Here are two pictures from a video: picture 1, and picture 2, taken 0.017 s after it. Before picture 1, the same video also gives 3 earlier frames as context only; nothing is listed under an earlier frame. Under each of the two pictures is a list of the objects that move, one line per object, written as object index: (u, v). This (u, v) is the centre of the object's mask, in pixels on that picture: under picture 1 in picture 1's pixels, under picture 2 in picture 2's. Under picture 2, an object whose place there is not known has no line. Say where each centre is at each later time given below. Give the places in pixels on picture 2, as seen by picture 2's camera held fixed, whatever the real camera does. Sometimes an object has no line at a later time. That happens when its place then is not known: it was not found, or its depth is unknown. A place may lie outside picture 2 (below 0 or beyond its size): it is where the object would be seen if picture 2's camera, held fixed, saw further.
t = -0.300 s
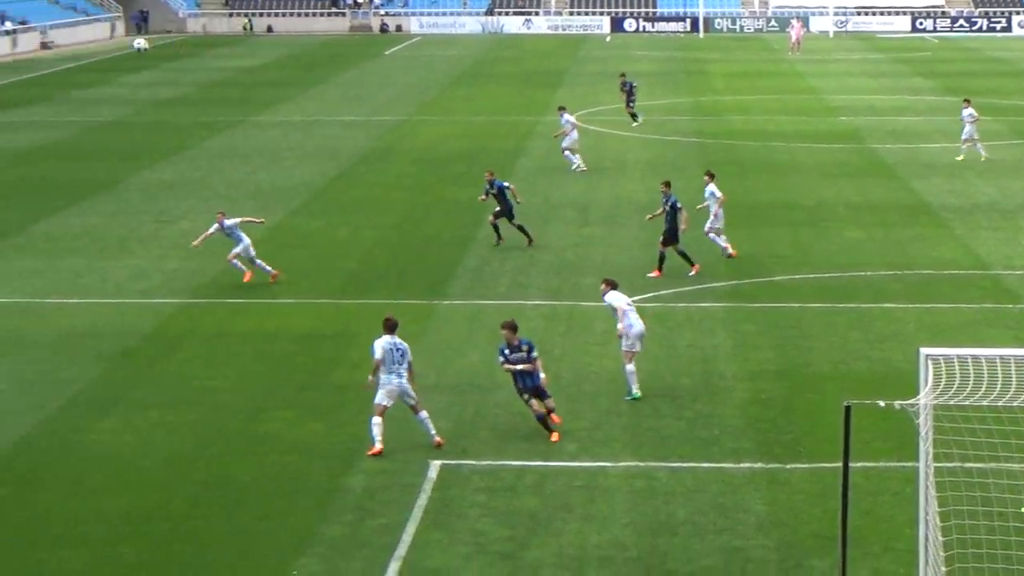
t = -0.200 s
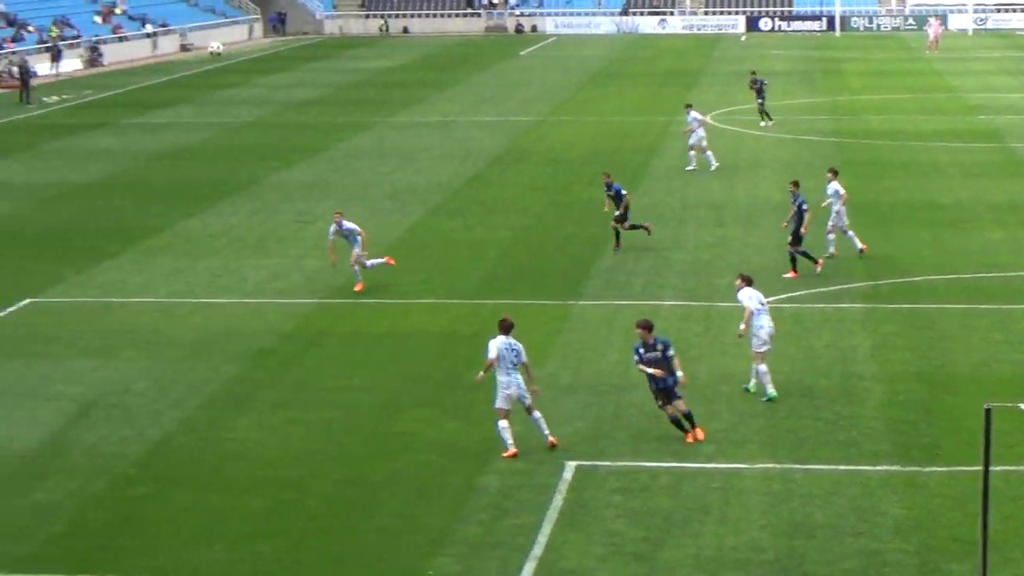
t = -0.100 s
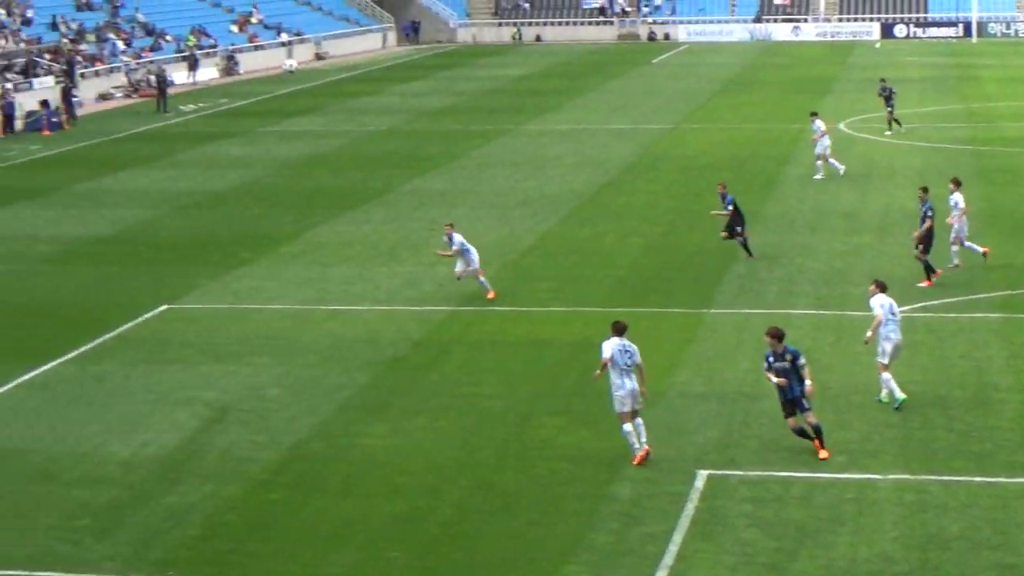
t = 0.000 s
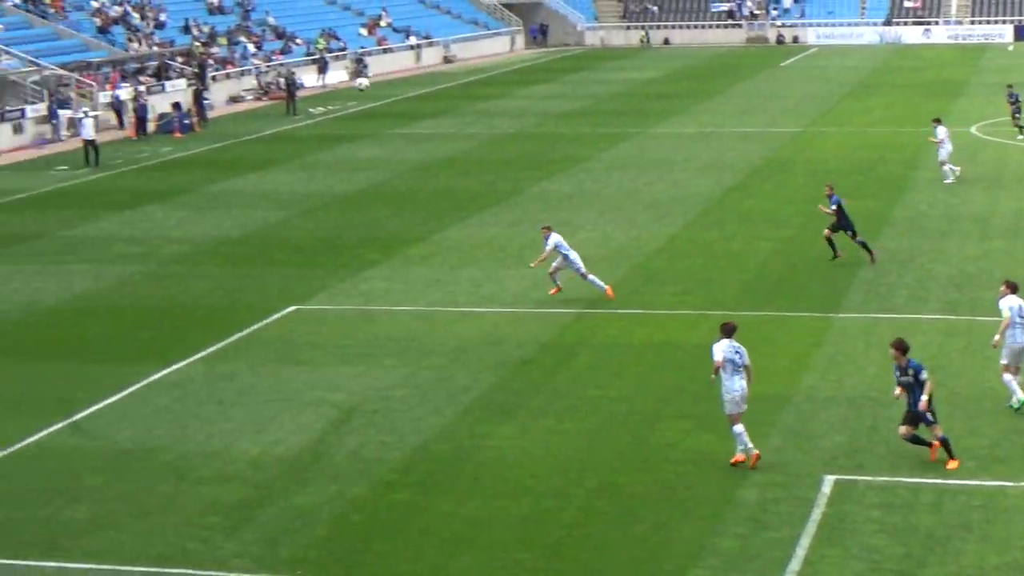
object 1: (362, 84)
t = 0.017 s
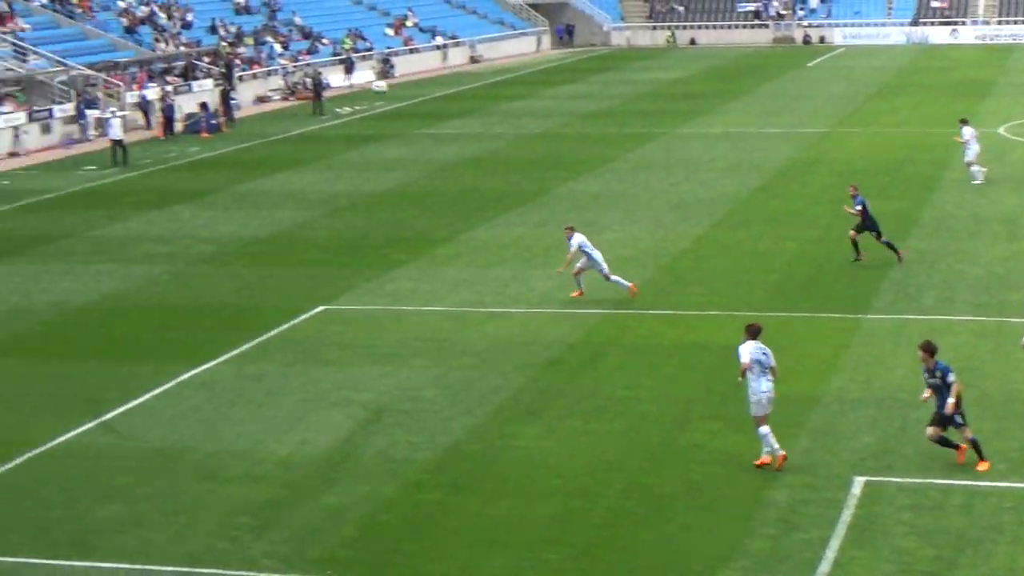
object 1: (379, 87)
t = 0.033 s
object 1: (370, 89)
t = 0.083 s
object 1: (323, 99)
